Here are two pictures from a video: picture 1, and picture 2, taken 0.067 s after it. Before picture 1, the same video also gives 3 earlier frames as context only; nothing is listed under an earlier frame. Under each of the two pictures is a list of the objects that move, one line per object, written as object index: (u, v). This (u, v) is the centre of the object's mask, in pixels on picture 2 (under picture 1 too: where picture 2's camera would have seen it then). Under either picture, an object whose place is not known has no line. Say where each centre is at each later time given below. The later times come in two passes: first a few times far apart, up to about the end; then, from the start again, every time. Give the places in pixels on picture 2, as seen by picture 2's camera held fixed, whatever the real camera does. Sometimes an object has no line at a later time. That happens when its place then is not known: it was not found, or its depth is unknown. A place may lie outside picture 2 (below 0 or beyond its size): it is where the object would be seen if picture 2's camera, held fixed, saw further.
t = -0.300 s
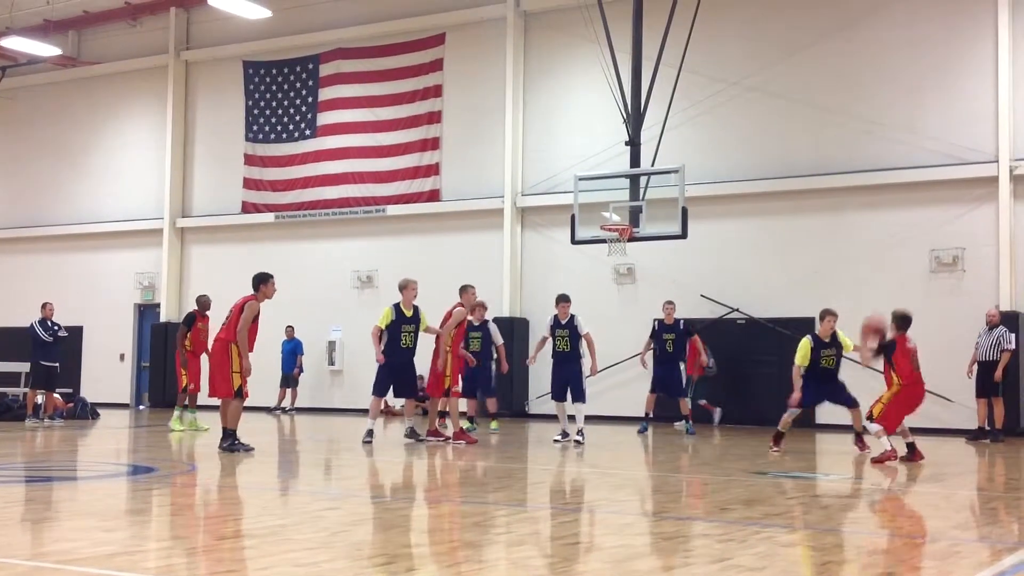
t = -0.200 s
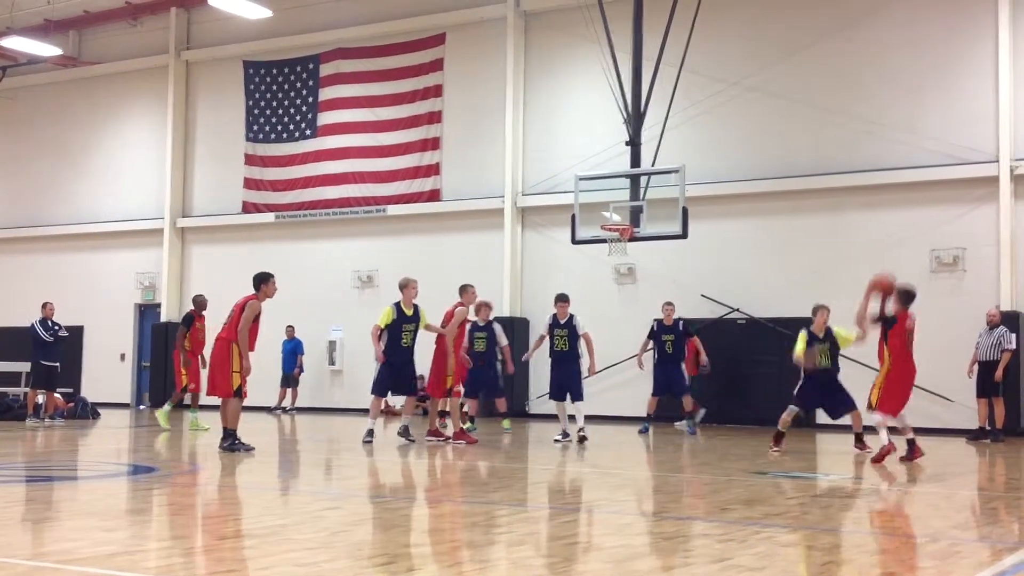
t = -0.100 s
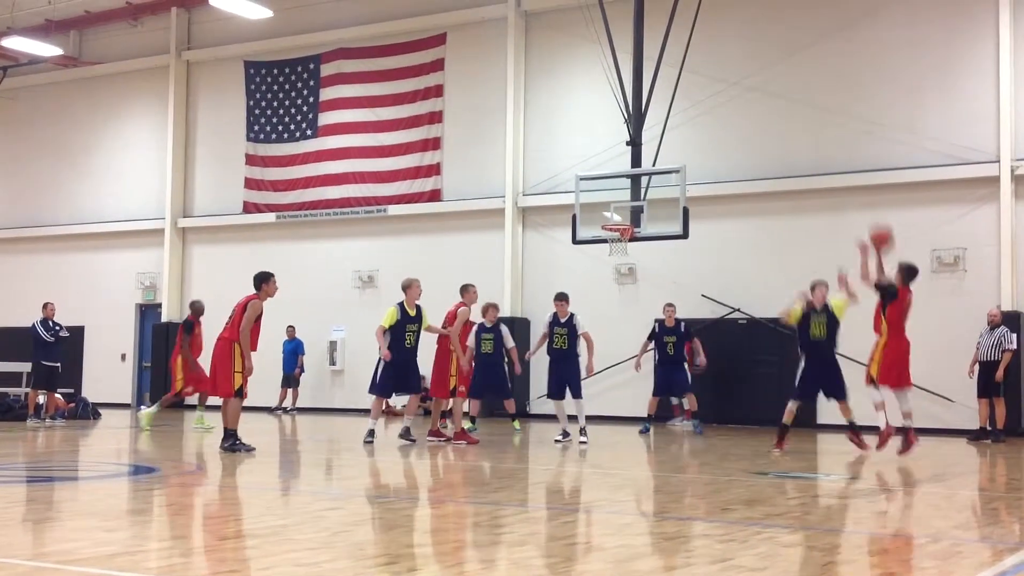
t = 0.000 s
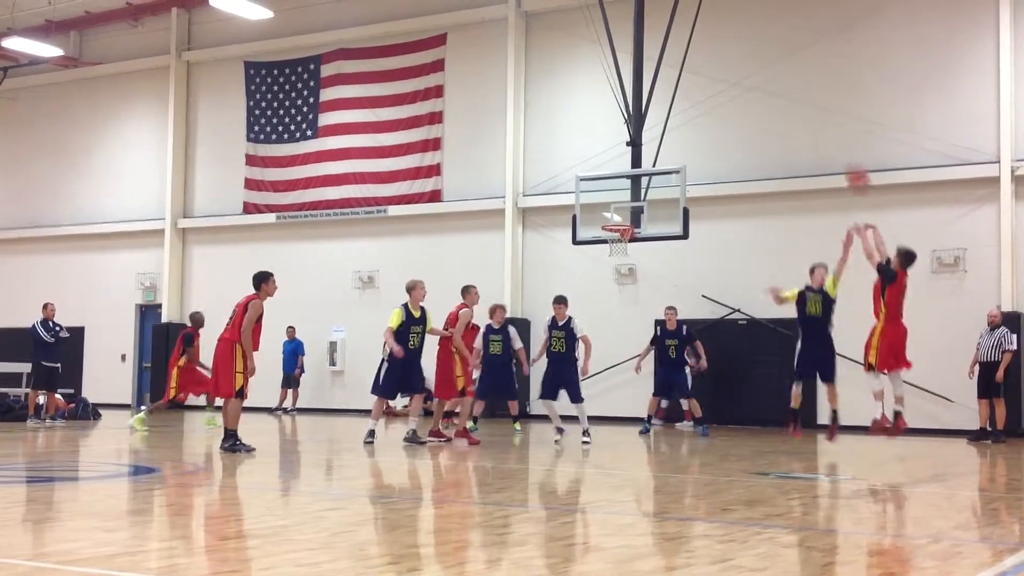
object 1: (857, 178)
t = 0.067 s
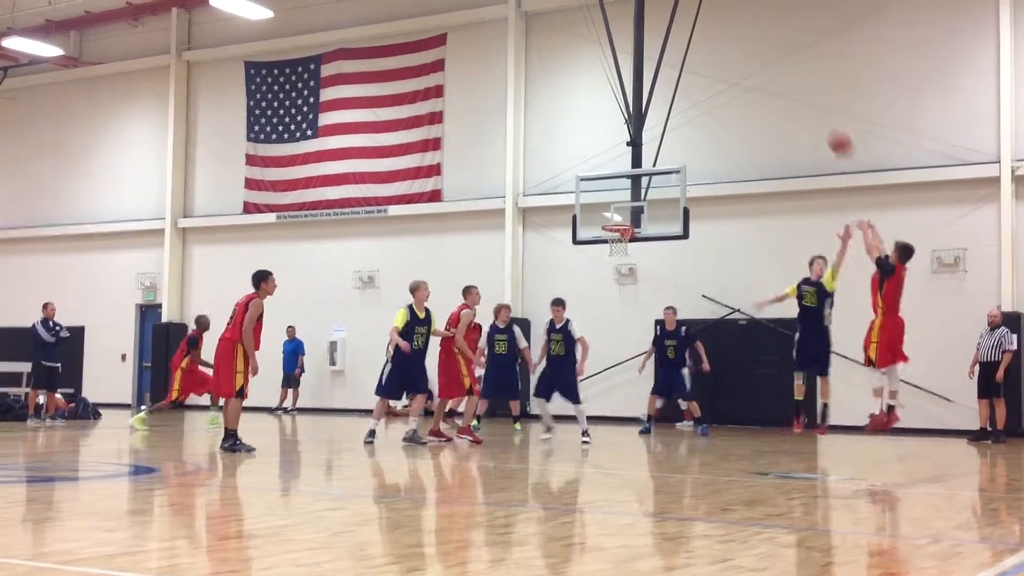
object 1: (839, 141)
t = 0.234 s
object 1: (799, 80)
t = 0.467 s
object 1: (751, 41)
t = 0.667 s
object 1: (715, 43)
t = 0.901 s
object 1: (677, 82)
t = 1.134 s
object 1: (644, 152)
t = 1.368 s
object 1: (612, 230)
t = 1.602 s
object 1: (635, 272)
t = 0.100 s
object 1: (831, 128)
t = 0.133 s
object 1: (822, 114)
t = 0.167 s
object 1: (815, 101)
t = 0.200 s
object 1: (806, 89)
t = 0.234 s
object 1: (799, 80)
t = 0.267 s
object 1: (791, 71)
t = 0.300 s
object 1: (785, 64)
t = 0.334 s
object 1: (777, 57)
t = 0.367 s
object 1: (771, 52)
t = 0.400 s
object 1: (765, 47)
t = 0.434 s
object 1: (758, 44)
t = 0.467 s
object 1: (751, 41)
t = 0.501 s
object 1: (745, 39)
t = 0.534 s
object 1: (739, 38)
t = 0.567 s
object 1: (733, 38)
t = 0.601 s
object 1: (727, 39)
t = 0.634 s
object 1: (721, 40)
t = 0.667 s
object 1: (715, 43)
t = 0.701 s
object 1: (709, 46)
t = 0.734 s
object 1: (704, 50)
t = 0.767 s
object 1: (698, 55)
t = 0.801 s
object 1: (693, 61)
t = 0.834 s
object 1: (688, 67)
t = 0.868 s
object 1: (682, 74)
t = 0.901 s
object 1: (677, 82)
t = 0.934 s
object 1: (672, 90)
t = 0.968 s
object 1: (667, 99)
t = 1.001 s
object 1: (662, 108)
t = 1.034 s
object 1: (658, 117)
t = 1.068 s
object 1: (653, 128)
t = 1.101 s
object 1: (649, 139)
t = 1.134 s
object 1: (644, 152)
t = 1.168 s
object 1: (640, 163)
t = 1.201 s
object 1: (634, 177)
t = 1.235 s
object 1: (632, 189)
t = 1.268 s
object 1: (625, 203)
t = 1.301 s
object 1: (622, 217)
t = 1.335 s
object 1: (617, 227)
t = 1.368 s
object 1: (612, 230)
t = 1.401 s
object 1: (613, 236)
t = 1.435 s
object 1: (618, 241)
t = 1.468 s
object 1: (621, 247)
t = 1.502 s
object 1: (625, 252)
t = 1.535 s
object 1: (629, 258)
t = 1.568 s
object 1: (632, 265)
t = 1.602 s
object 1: (635, 272)
